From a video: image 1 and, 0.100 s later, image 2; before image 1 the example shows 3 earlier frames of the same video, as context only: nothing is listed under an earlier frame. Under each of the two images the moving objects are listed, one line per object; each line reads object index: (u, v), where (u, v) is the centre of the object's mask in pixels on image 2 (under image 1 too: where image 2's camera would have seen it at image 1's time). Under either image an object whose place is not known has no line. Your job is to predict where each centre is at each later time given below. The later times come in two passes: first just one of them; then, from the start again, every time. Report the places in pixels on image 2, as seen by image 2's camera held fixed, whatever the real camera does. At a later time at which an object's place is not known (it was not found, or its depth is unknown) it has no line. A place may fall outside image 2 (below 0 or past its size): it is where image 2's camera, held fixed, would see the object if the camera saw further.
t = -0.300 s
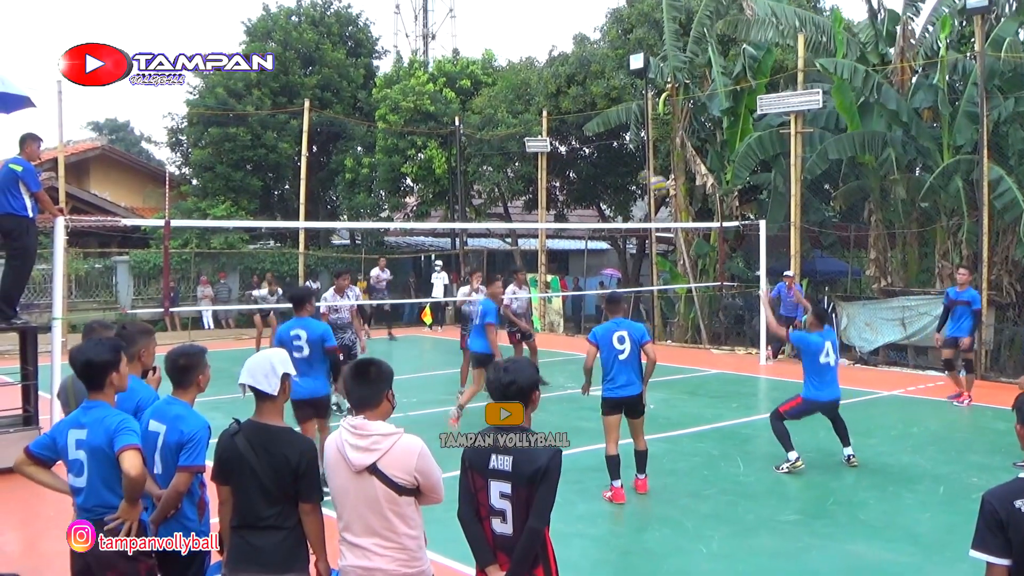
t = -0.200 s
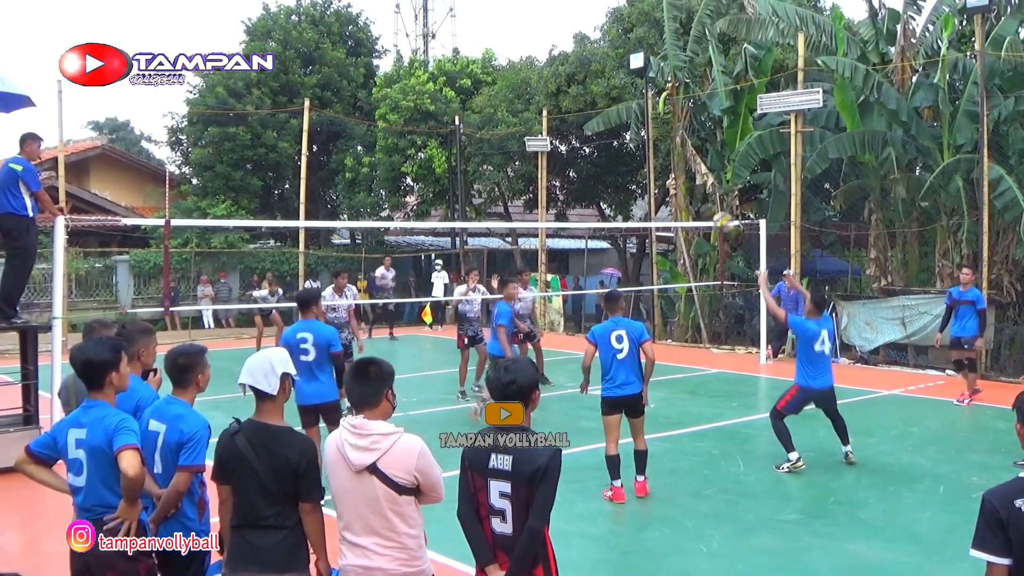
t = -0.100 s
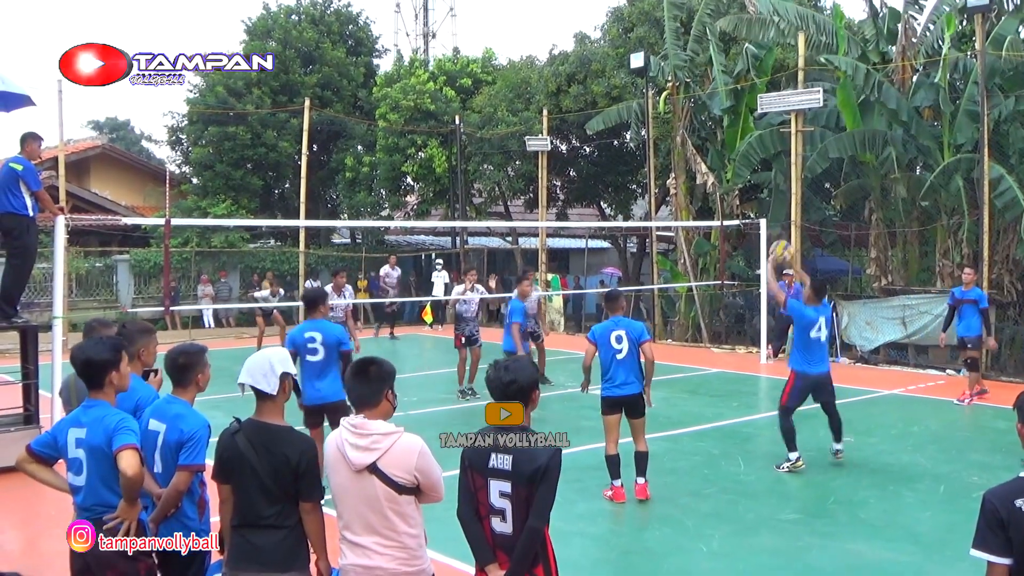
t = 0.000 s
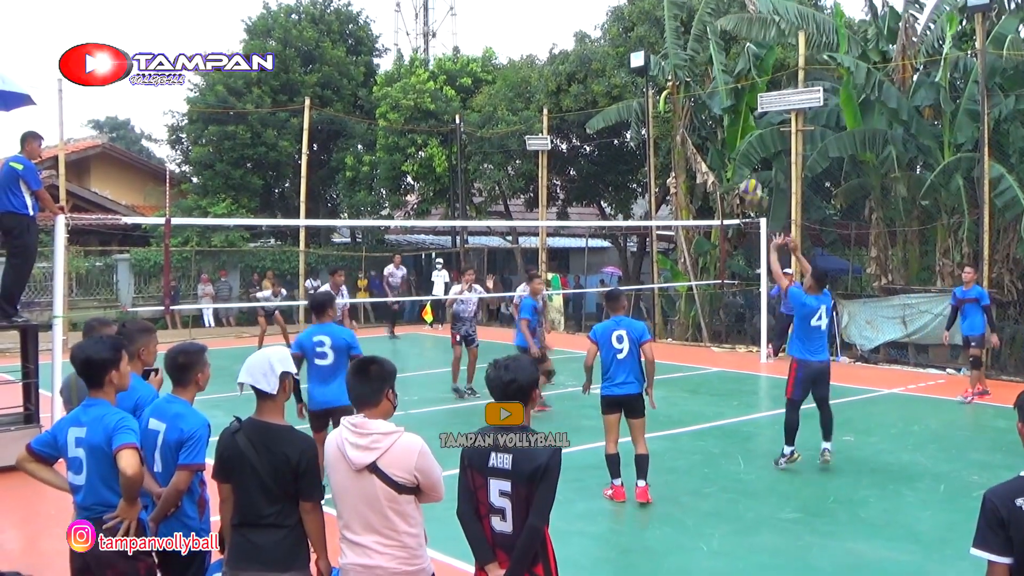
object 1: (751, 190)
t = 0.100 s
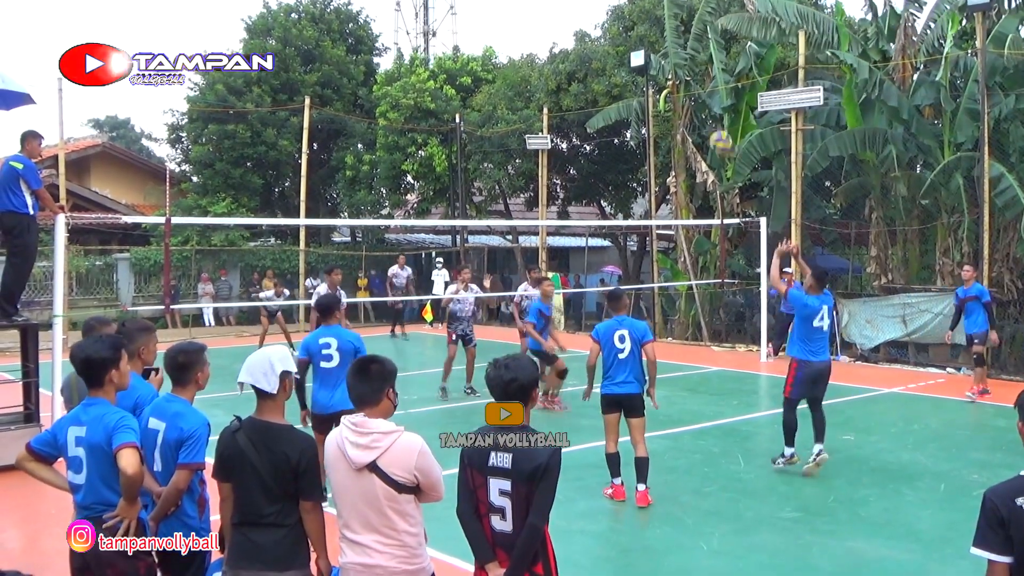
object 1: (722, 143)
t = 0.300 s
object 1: (664, 82)
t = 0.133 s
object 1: (711, 129)
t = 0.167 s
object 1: (702, 117)
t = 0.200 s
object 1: (693, 106)
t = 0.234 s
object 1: (681, 96)
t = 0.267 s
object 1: (673, 90)
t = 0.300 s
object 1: (664, 82)
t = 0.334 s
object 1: (656, 76)
